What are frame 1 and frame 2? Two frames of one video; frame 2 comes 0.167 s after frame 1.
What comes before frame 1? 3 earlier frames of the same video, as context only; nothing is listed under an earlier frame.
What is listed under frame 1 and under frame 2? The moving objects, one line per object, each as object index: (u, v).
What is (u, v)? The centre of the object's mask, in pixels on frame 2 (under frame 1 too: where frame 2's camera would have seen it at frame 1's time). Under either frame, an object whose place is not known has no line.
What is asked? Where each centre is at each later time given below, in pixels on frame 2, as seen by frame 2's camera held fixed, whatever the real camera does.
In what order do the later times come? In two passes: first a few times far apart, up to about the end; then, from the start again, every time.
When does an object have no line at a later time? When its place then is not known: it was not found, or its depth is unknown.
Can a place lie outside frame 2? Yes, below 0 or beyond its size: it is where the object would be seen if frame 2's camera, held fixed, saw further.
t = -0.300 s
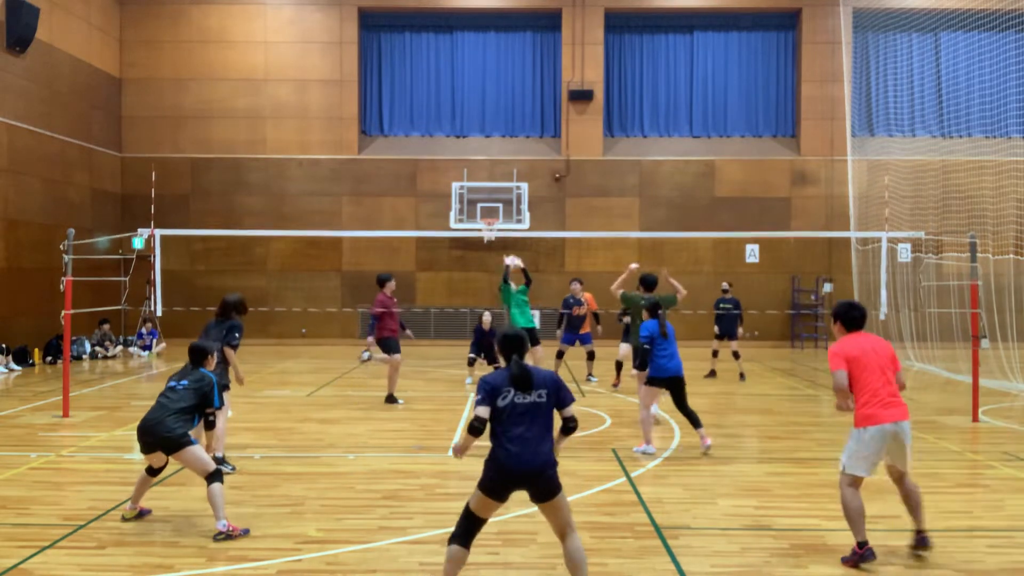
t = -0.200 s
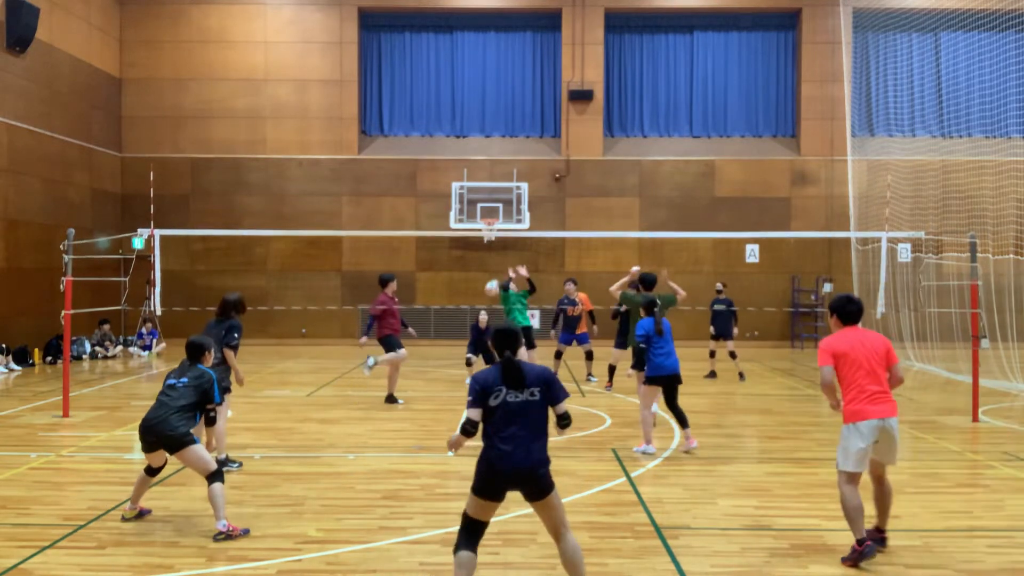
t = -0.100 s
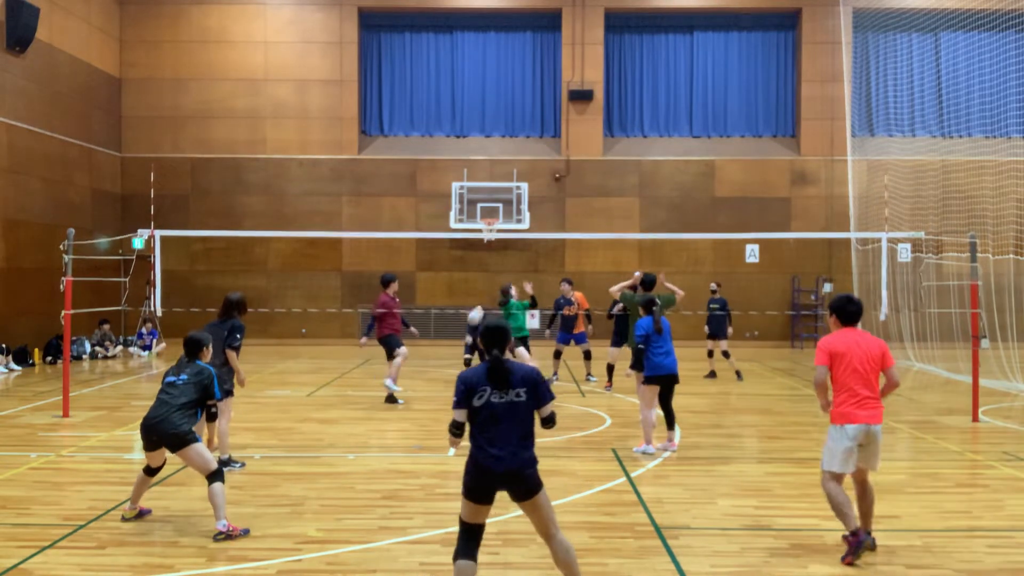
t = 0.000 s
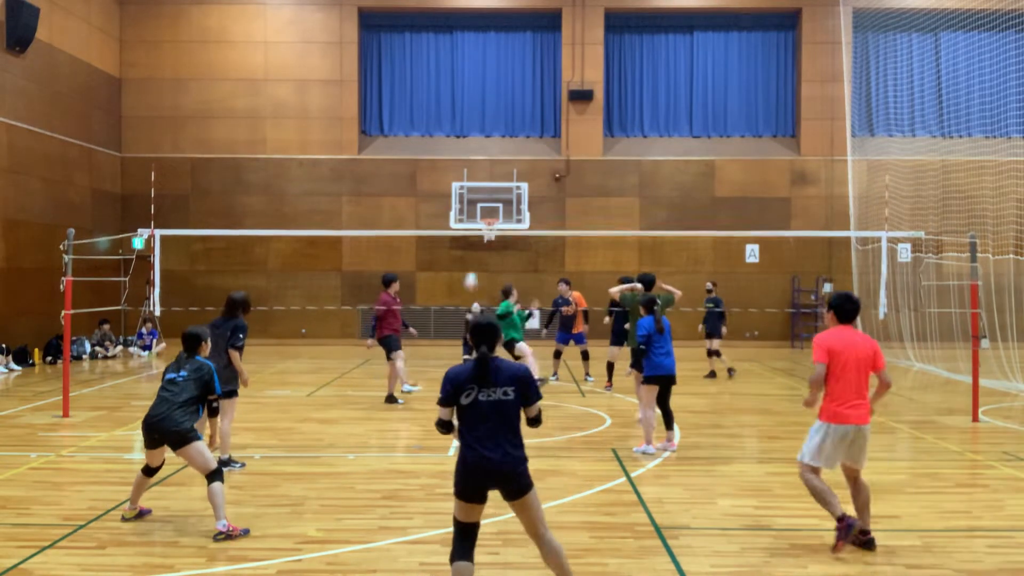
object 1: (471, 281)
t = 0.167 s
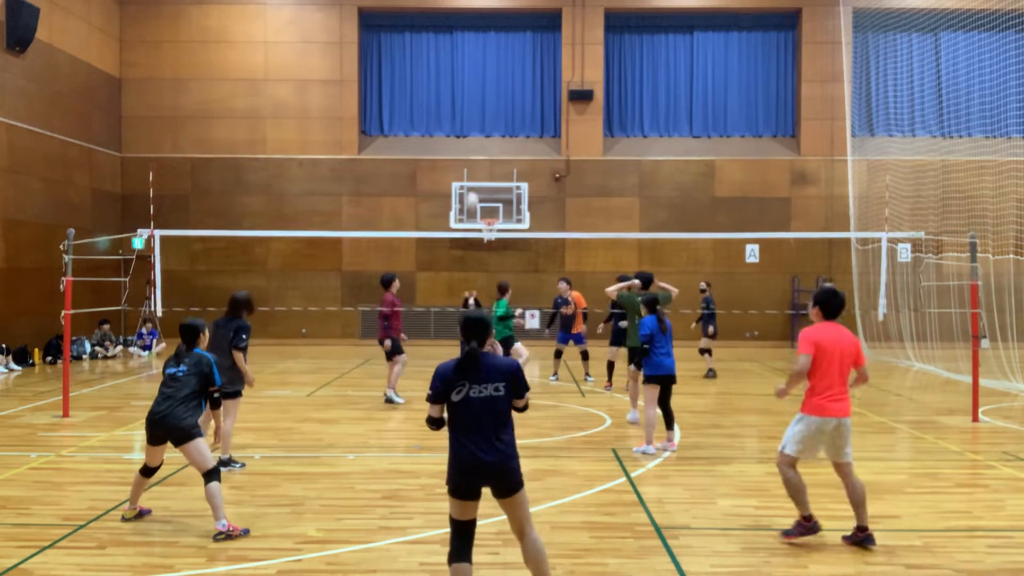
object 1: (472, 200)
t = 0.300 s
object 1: (472, 147)
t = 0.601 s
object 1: (473, 74)
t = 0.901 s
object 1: (473, 56)
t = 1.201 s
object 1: (474, 98)
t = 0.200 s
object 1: (473, 186)
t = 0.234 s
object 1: (472, 172)
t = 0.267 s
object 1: (471, 161)
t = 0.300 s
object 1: (472, 147)
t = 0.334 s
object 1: (473, 136)
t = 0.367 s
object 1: (472, 128)
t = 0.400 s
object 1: (472, 117)
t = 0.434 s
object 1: (472, 108)
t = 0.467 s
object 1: (472, 100)
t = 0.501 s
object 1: (472, 93)
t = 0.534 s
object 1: (473, 85)
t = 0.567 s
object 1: (473, 79)
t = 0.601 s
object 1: (473, 74)
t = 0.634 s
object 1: (473, 69)
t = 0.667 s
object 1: (473, 65)
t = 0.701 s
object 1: (473, 61)
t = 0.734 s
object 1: (473, 59)
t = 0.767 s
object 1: (473, 57)
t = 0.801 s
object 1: (473, 56)
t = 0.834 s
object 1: (473, 55)
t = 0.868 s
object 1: (473, 55)
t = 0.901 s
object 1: (473, 56)
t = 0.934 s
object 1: (473, 58)
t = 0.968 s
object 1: (474, 60)
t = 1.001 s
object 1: (474, 63)
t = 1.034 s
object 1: (474, 67)
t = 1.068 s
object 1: (474, 72)
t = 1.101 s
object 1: (474, 77)
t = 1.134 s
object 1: (474, 83)
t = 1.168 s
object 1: (474, 90)
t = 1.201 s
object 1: (474, 98)
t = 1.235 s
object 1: (474, 106)
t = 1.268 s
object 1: (474, 115)
